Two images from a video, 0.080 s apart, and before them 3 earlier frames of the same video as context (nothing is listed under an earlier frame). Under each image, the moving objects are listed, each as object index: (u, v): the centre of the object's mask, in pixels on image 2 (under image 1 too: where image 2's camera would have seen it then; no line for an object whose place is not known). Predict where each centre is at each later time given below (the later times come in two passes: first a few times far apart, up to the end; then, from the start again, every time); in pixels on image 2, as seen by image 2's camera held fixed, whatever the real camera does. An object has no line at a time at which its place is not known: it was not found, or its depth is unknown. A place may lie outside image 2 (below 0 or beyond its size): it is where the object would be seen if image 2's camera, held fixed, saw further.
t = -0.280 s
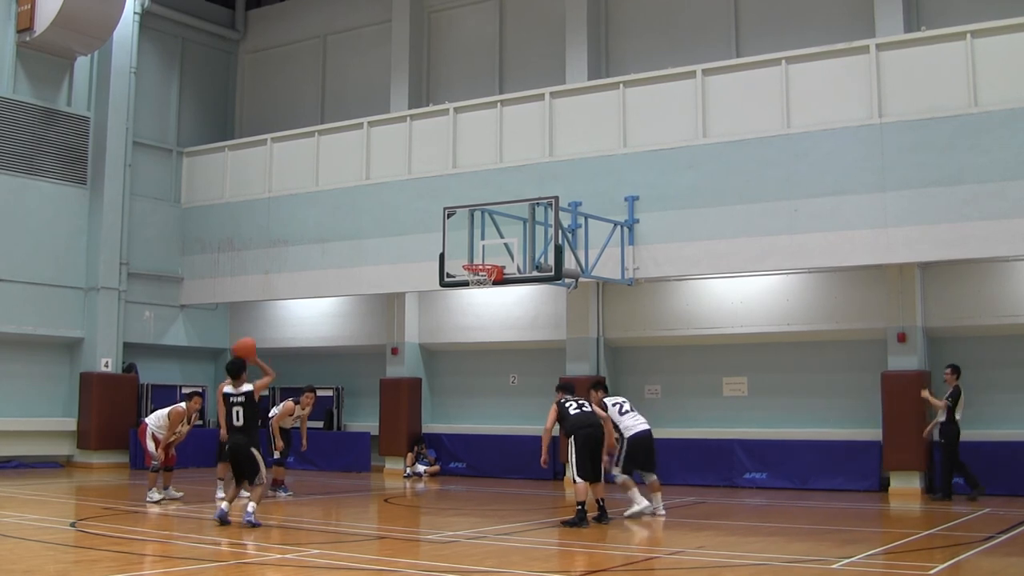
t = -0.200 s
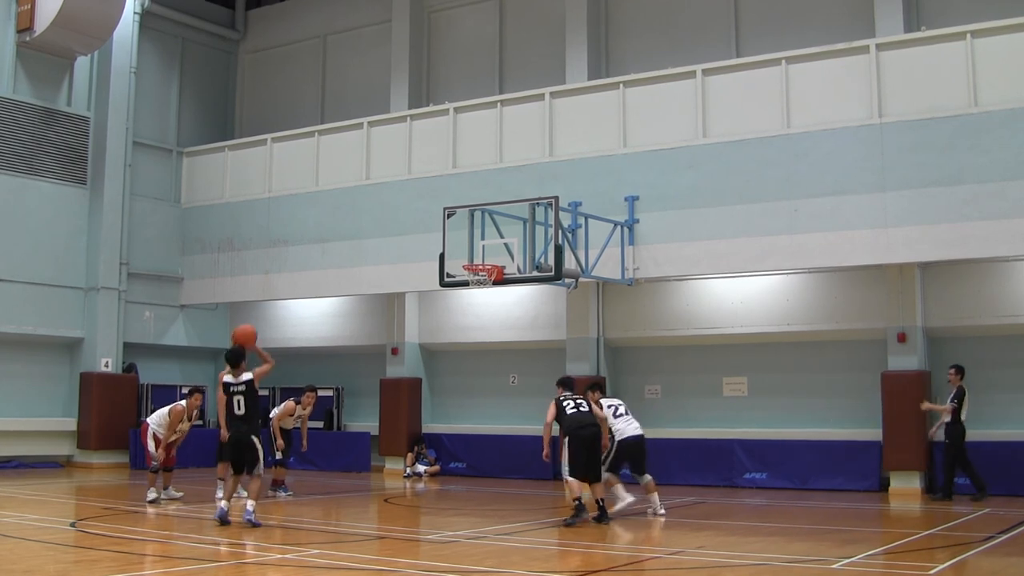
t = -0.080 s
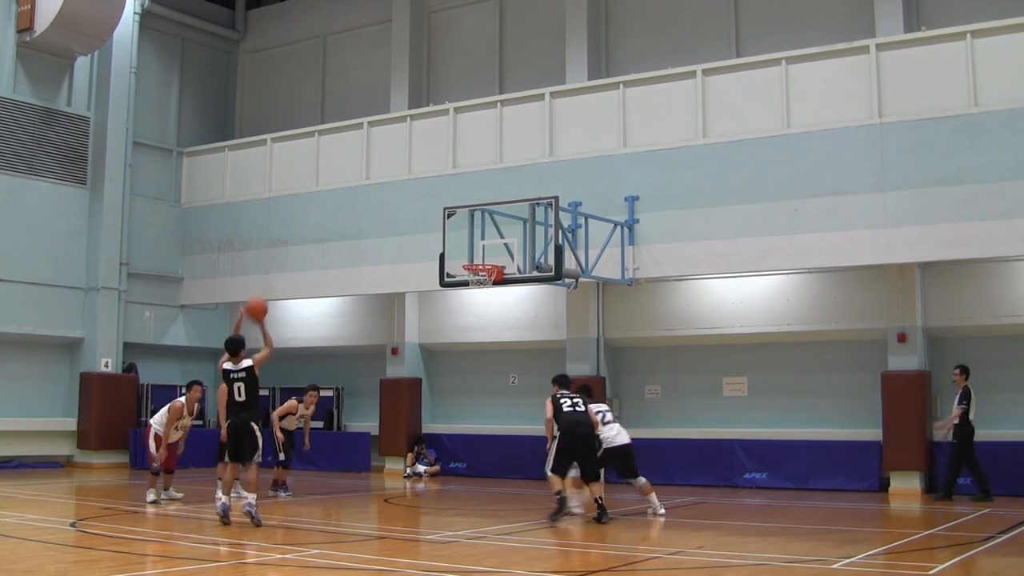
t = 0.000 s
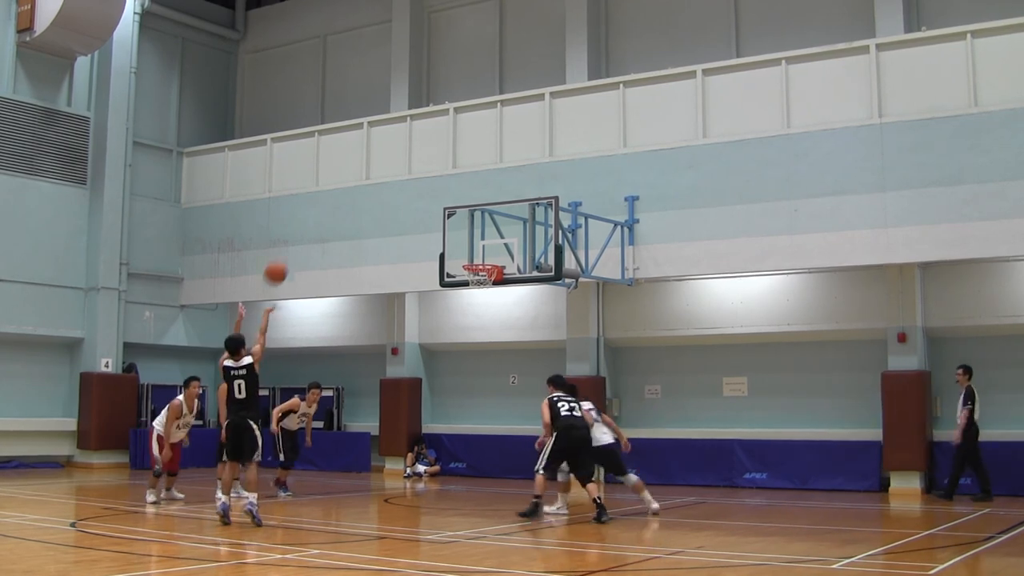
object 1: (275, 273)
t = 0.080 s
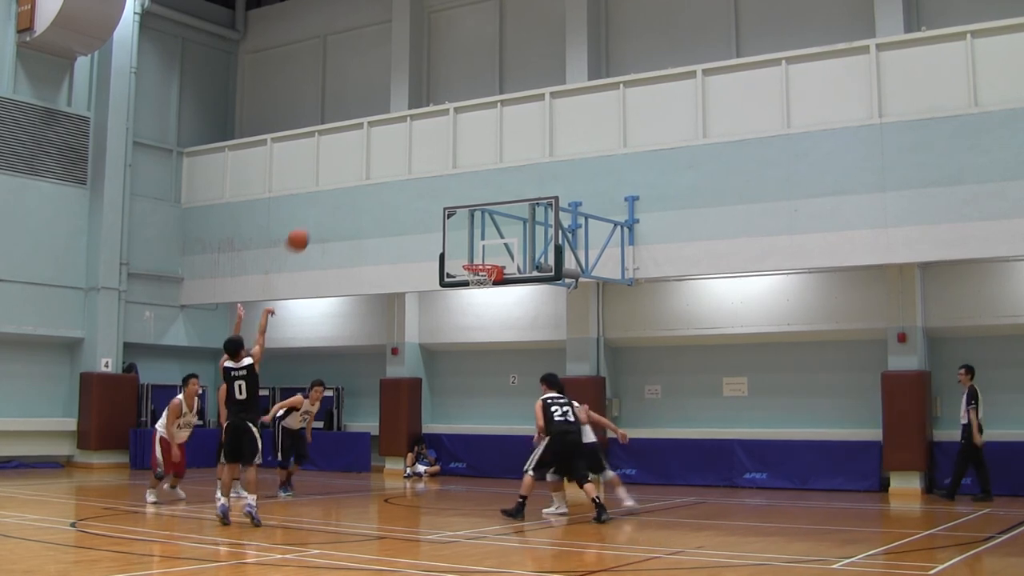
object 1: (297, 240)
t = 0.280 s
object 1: (348, 189)
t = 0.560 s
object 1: (410, 176)
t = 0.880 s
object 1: (471, 233)
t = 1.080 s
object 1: (472, 290)
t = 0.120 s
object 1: (308, 227)
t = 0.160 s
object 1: (319, 215)
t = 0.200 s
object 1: (329, 205)
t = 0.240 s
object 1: (338, 196)
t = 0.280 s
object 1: (348, 189)
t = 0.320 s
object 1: (358, 182)
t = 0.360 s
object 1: (366, 178)
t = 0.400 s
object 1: (376, 175)
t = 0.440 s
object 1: (385, 173)
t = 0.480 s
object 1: (393, 173)
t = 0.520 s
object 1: (402, 174)
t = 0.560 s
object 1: (410, 176)
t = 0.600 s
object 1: (418, 179)
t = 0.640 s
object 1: (426, 183)
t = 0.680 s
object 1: (434, 189)
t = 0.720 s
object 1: (442, 195)
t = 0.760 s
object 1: (450, 203)
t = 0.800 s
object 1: (457, 213)
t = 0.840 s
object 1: (464, 222)
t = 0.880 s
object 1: (471, 233)
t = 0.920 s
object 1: (478, 245)
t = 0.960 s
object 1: (485, 257)
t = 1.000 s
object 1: (490, 262)
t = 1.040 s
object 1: (480, 279)
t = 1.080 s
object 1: (472, 290)
